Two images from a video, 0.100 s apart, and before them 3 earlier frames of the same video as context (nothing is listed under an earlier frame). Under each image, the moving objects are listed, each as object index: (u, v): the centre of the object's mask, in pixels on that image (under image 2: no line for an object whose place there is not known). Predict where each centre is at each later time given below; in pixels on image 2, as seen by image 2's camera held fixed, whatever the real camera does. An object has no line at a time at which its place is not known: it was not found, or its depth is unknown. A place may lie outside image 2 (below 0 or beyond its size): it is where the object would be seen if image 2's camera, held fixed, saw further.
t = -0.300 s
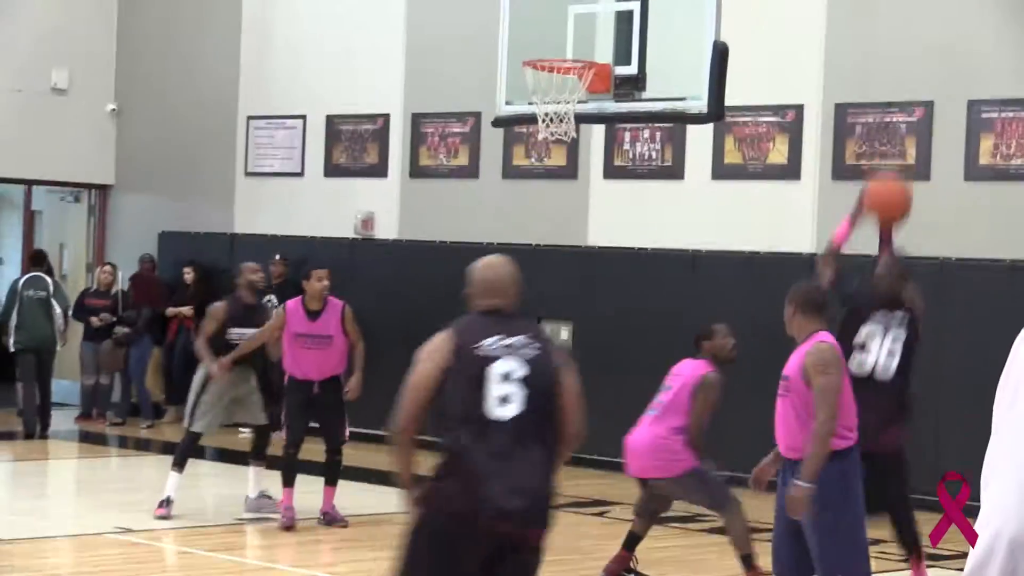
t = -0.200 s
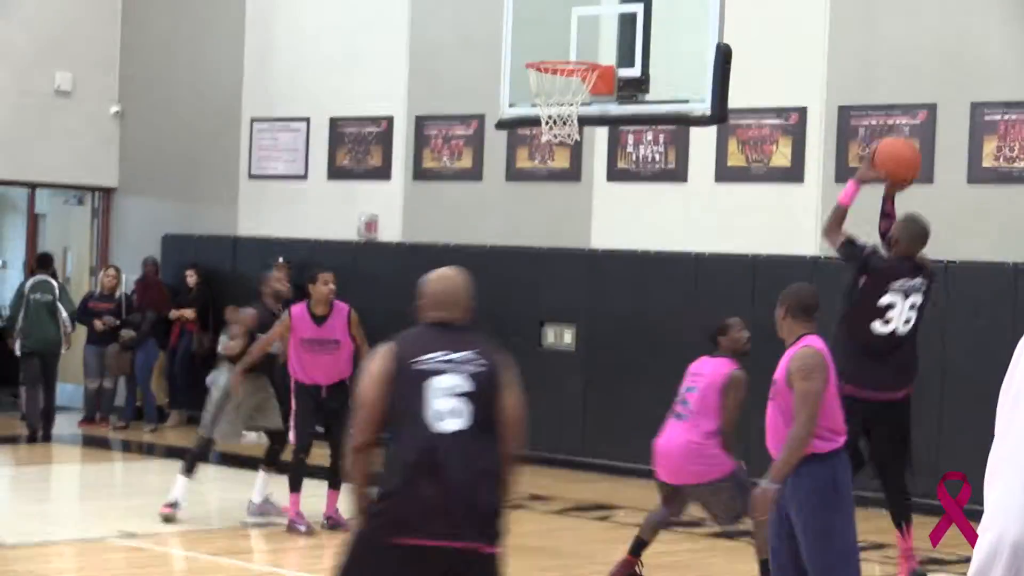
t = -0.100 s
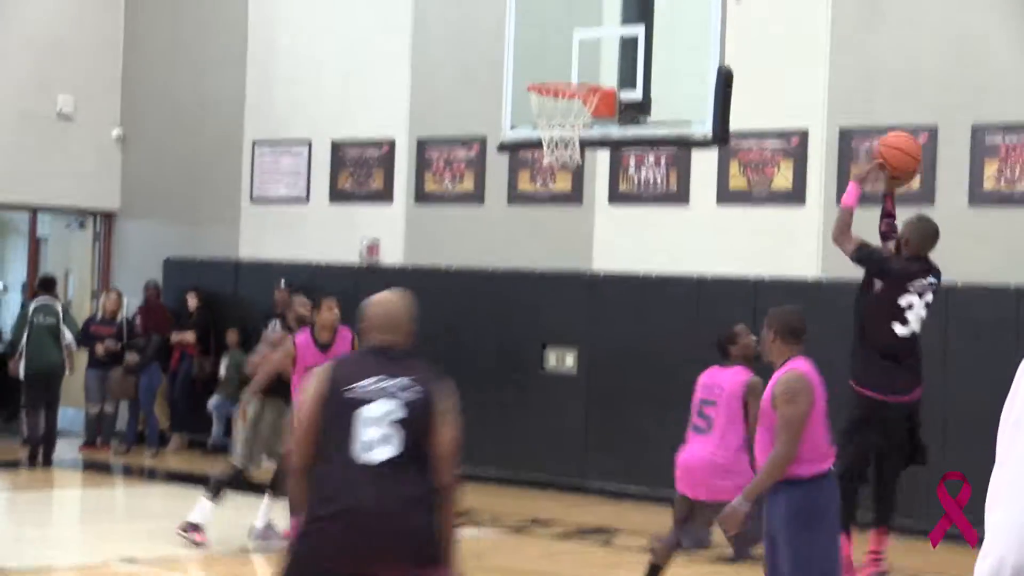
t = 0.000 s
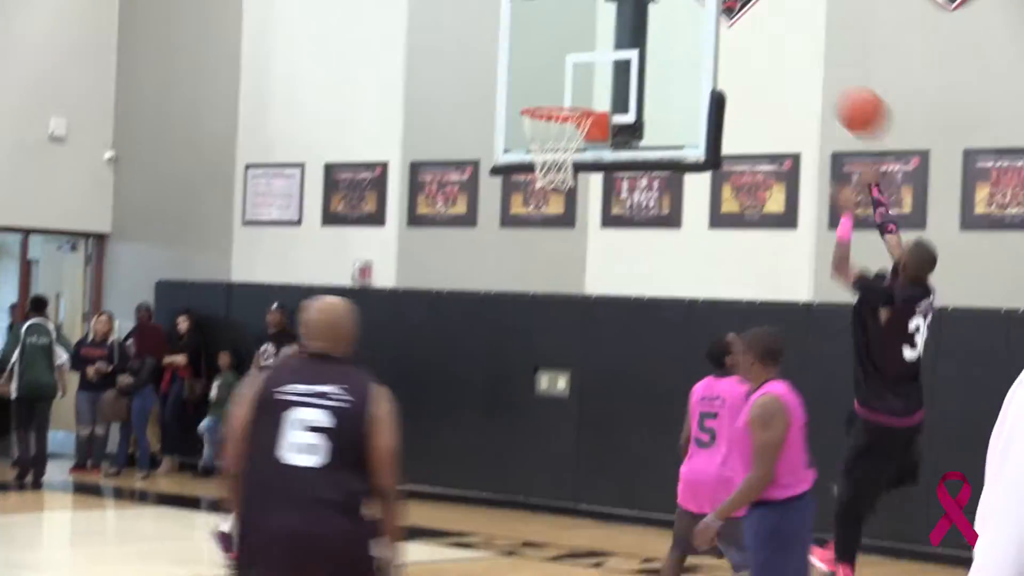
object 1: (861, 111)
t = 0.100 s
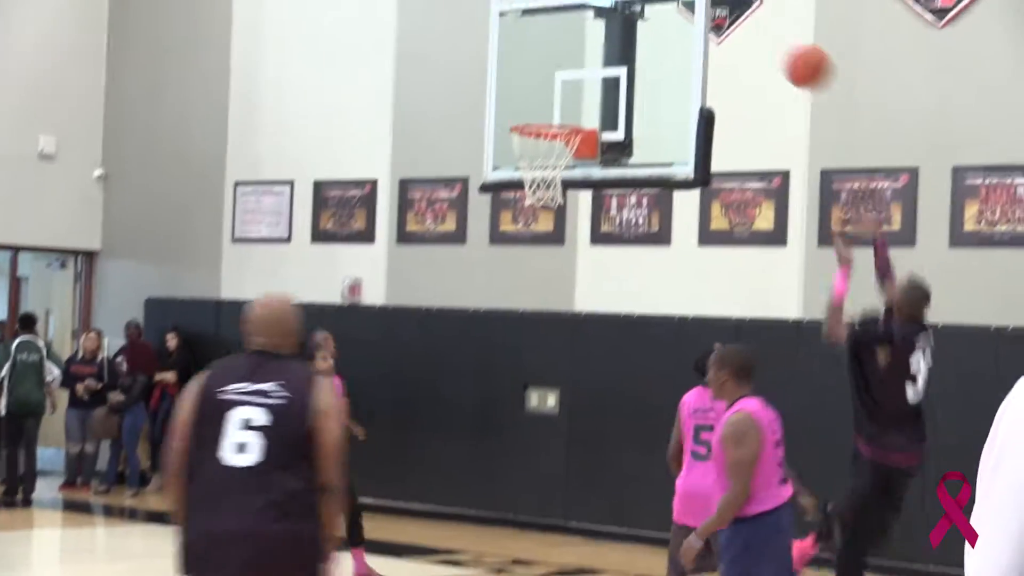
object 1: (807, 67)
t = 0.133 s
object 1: (793, 48)
